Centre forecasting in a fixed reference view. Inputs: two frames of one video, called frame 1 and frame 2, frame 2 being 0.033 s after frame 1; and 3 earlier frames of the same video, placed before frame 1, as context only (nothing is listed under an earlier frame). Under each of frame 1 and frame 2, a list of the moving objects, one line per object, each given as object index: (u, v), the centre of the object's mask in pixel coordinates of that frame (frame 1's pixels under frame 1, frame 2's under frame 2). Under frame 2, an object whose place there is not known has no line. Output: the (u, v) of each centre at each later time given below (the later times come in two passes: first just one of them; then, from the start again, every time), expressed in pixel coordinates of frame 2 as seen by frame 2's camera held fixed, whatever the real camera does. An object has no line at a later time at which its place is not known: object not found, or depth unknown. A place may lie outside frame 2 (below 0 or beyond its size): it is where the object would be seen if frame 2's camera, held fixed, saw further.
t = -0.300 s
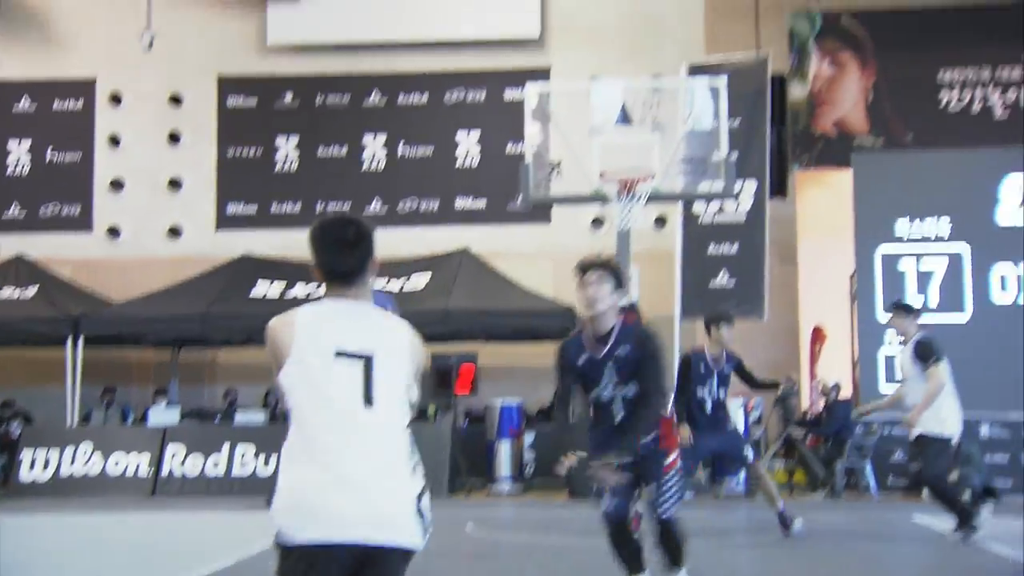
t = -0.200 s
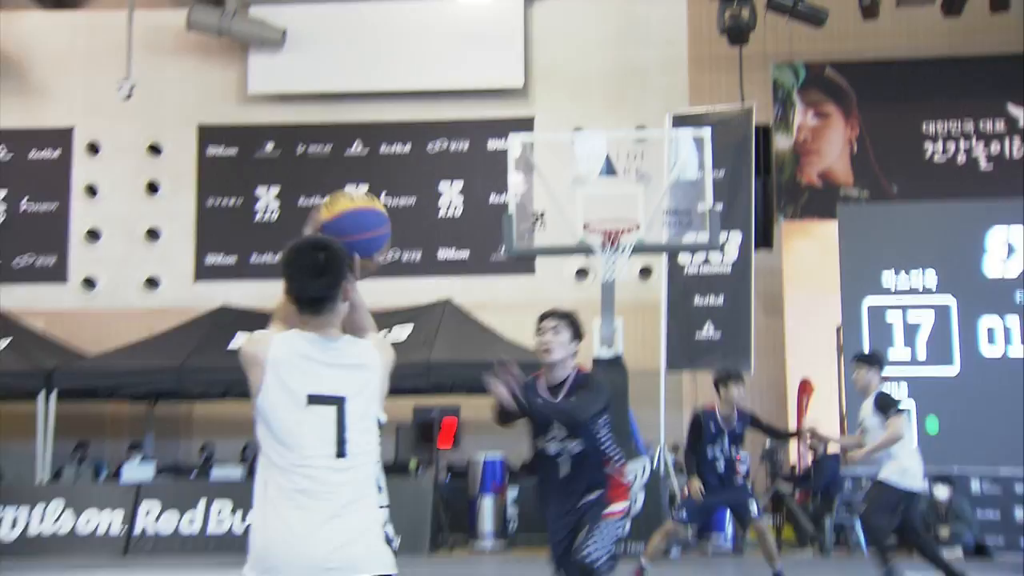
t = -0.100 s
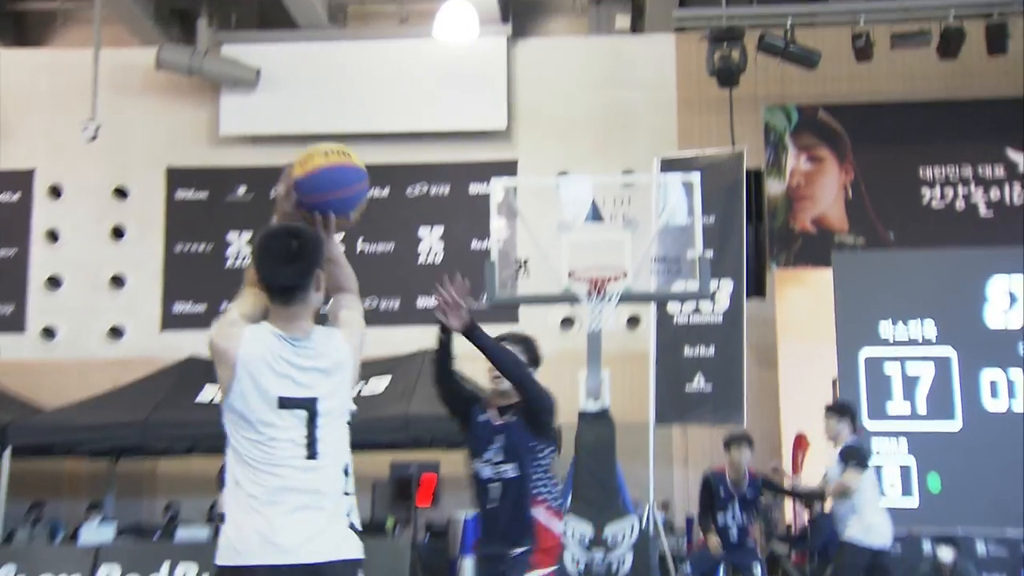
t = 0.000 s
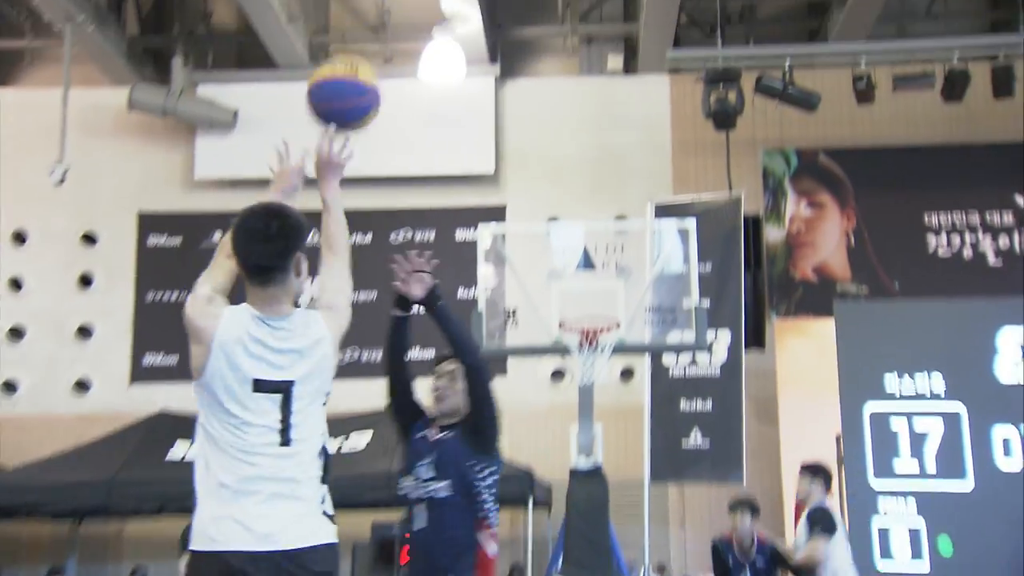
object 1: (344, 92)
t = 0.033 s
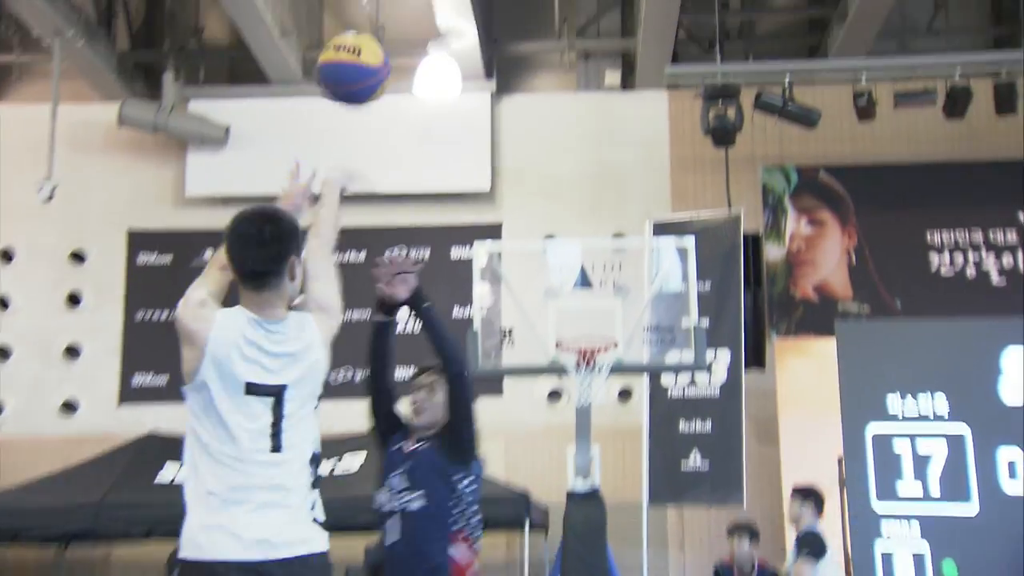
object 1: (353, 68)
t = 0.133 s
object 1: (396, -17)
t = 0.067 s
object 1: (368, 34)
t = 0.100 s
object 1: (381, 6)
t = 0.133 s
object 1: (396, -17)
